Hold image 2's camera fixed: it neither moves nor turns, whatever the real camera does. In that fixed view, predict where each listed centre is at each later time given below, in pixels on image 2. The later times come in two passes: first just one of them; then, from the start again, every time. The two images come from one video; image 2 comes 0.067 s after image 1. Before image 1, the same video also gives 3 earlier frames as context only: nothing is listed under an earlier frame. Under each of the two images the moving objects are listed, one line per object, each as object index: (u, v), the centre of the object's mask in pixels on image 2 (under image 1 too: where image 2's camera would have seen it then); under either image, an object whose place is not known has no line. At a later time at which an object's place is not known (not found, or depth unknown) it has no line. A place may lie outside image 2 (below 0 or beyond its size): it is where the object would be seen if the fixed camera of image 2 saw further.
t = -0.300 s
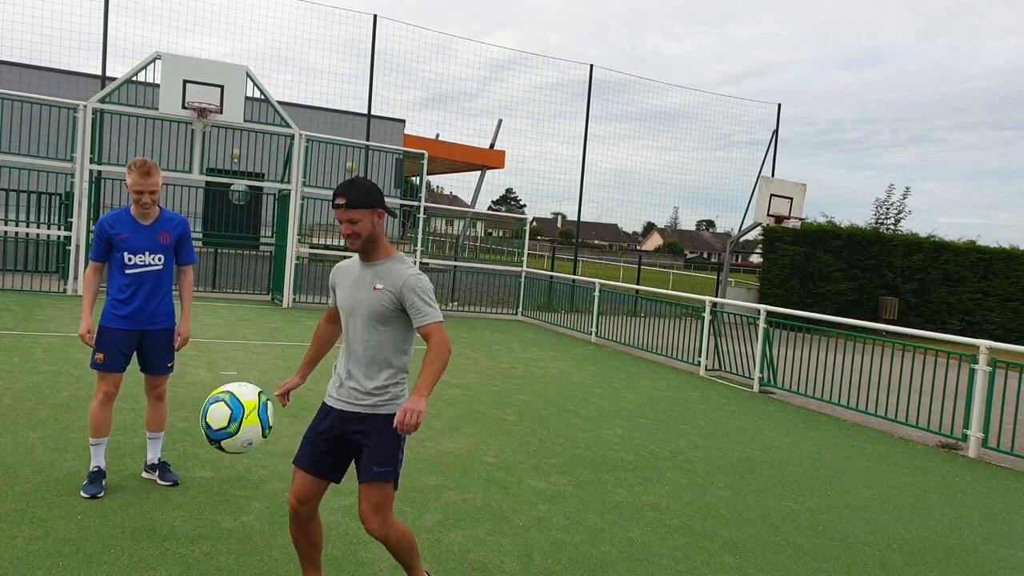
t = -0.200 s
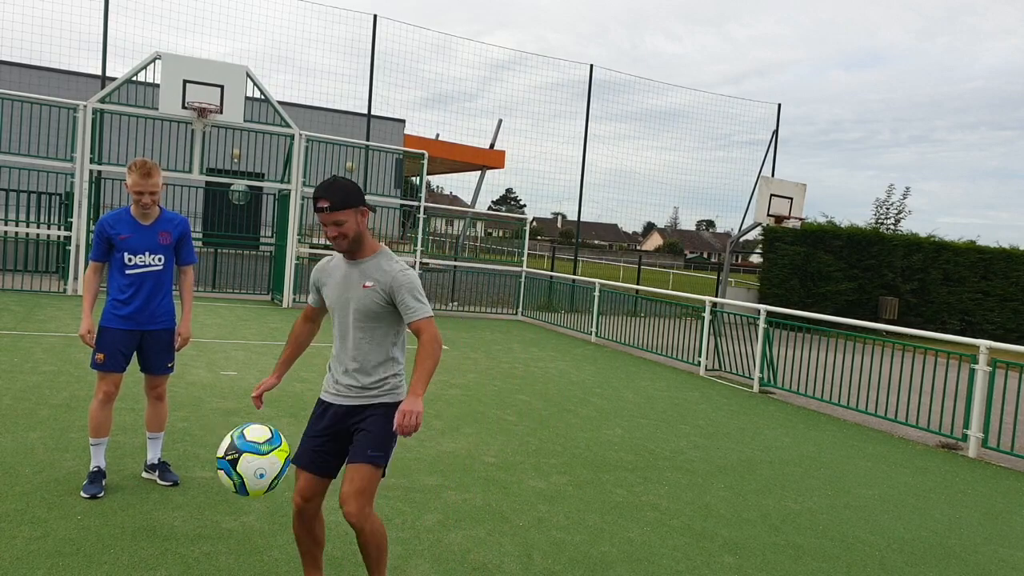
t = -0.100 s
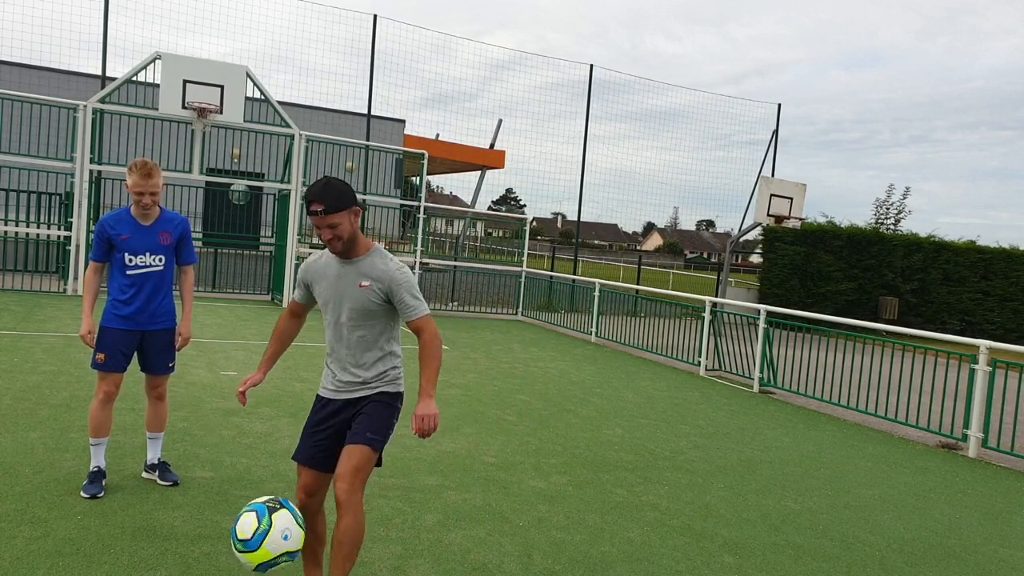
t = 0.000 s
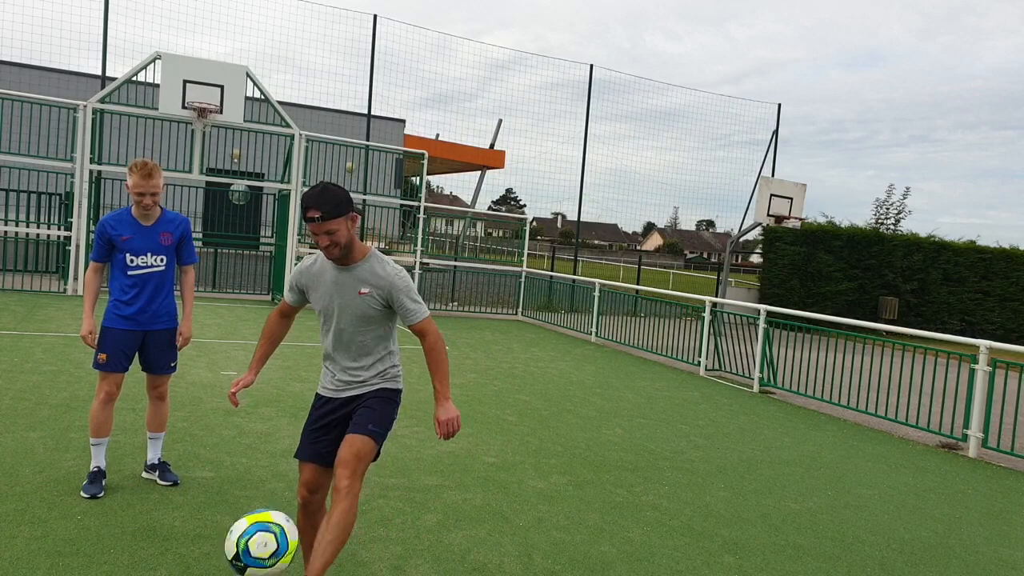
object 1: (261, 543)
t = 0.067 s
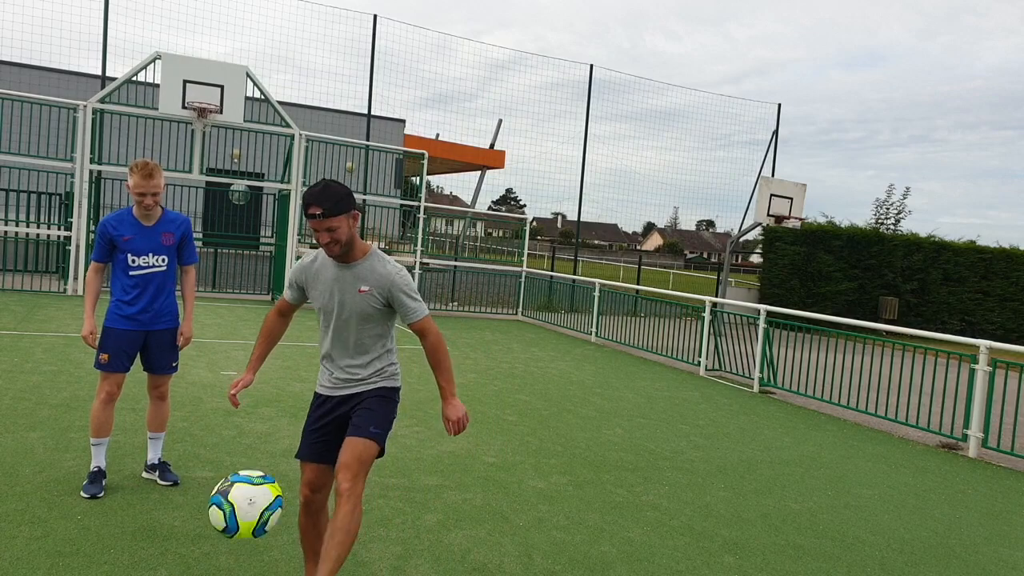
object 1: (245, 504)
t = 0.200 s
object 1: (210, 463)
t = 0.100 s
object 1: (237, 490)
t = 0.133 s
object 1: (228, 478)
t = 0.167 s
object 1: (219, 469)
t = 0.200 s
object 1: (210, 463)
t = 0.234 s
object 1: (200, 460)
